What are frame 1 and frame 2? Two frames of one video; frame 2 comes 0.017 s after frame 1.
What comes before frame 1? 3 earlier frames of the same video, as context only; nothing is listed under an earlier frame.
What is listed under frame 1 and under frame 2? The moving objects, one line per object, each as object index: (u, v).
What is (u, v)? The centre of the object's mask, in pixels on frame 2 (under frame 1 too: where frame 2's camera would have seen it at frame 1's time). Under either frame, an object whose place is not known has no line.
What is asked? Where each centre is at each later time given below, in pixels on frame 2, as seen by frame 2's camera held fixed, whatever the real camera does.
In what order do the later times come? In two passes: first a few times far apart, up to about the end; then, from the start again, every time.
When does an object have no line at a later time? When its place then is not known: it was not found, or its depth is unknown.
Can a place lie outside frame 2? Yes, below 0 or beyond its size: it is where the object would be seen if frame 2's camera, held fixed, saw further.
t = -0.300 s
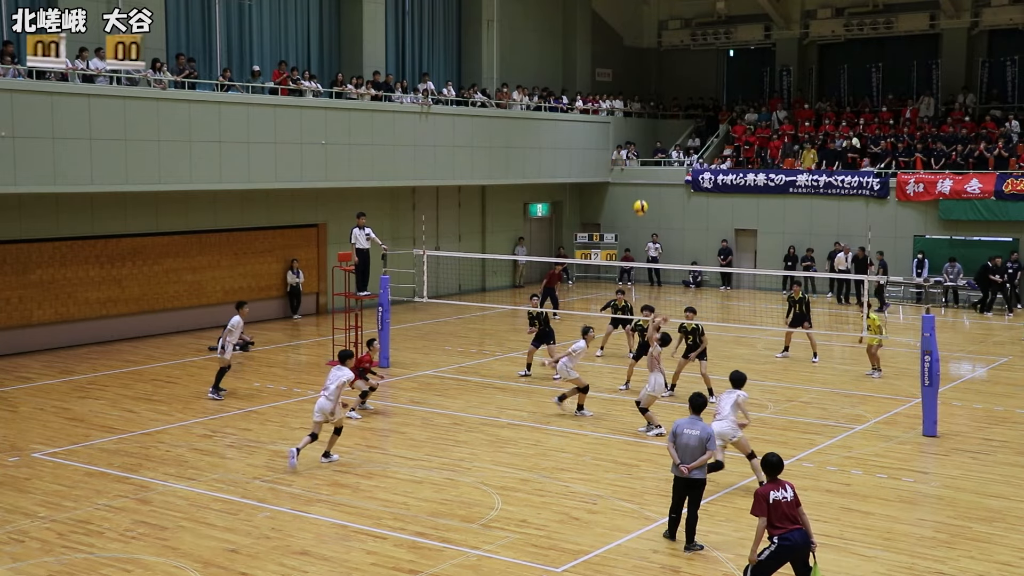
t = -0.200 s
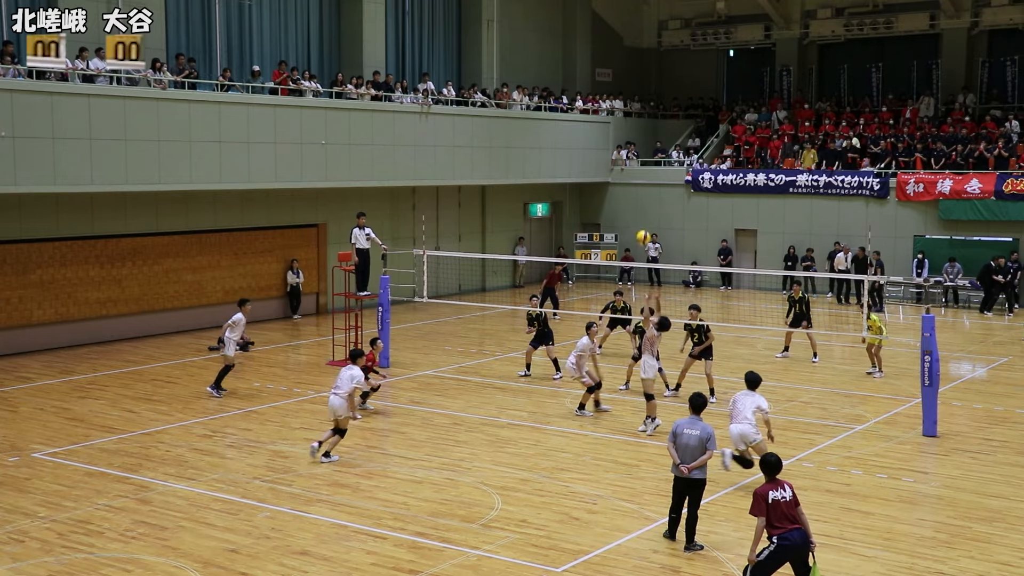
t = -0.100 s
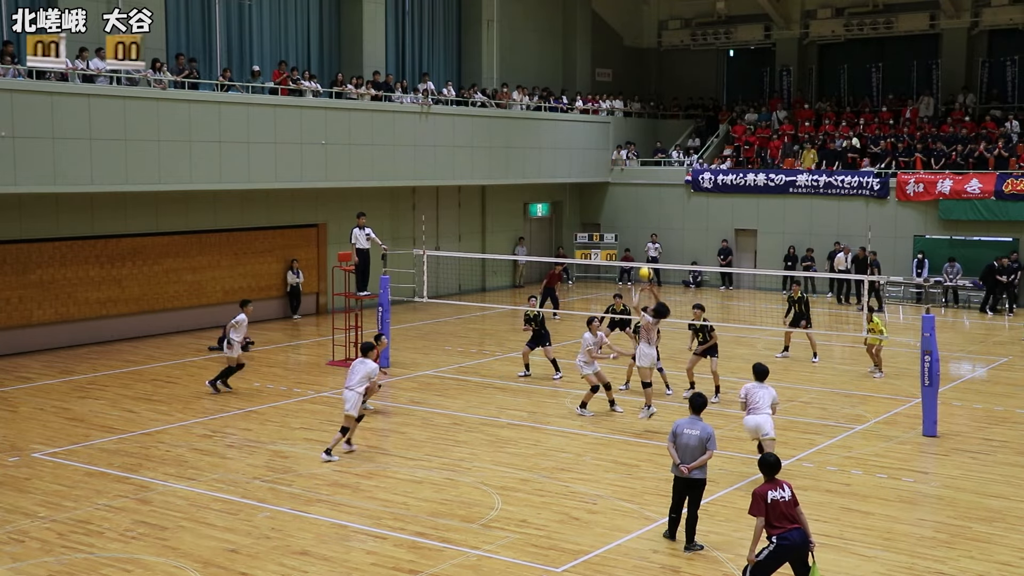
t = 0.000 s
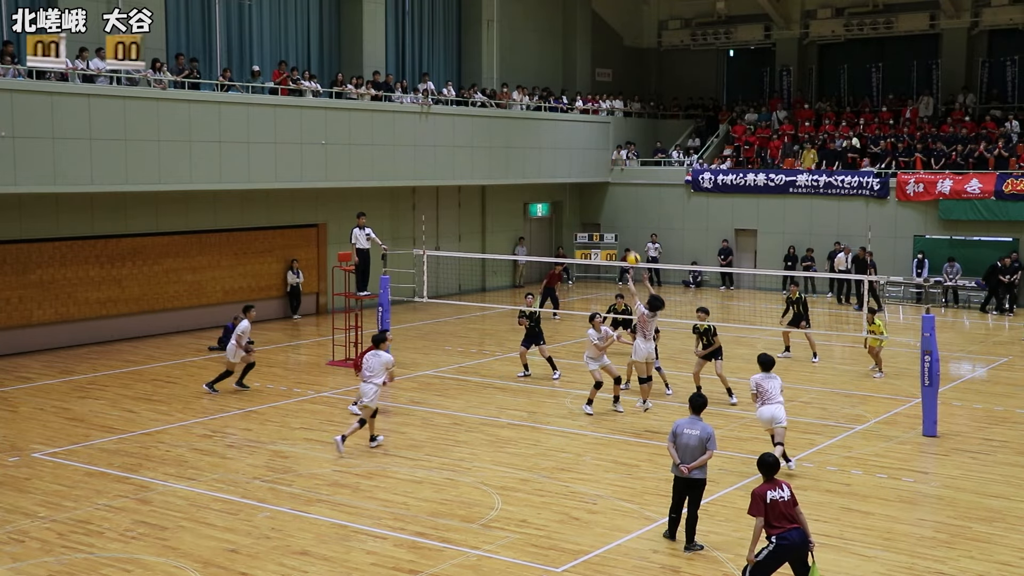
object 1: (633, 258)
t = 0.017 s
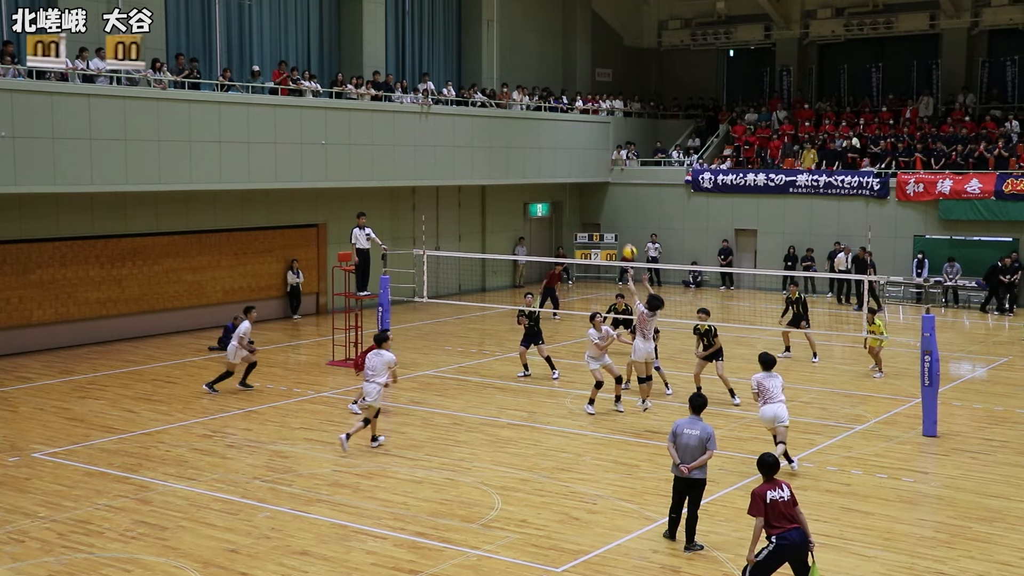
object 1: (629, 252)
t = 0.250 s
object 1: (579, 172)
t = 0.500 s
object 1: (530, 129)
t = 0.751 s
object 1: (486, 125)
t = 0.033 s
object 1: (626, 245)
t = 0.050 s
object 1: (622, 238)
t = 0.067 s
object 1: (618, 231)
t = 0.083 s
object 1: (614, 225)
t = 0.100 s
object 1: (611, 218)
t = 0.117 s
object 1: (607, 212)
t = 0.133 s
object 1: (604, 207)
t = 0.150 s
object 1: (600, 201)
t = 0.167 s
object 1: (596, 196)
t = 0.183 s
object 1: (593, 191)
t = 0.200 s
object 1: (589, 186)
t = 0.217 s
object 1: (586, 181)
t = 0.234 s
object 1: (582, 177)
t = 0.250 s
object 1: (579, 172)
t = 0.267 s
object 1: (575, 168)
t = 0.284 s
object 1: (572, 164)
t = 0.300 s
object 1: (569, 160)
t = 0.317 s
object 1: (565, 156)
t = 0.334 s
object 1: (562, 153)
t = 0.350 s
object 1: (558, 150)
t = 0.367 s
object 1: (555, 147)
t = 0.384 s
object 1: (552, 144)
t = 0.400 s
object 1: (549, 141)
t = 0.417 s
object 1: (546, 139)
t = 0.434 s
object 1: (543, 137)
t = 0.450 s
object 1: (539, 135)
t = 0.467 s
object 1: (536, 133)
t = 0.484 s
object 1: (533, 131)
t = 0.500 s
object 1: (530, 129)
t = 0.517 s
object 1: (527, 128)
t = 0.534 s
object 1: (524, 127)
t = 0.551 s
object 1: (521, 126)
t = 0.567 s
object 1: (518, 125)
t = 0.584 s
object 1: (515, 124)
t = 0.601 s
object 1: (512, 123)
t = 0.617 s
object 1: (509, 123)
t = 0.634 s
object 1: (506, 122)
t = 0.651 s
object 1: (503, 122)
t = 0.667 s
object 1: (500, 122)
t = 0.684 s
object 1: (498, 123)
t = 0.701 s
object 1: (495, 123)
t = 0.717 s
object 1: (492, 124)
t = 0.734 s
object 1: (489, 124)
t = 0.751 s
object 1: (486, 125)
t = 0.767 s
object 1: (484, 126)
